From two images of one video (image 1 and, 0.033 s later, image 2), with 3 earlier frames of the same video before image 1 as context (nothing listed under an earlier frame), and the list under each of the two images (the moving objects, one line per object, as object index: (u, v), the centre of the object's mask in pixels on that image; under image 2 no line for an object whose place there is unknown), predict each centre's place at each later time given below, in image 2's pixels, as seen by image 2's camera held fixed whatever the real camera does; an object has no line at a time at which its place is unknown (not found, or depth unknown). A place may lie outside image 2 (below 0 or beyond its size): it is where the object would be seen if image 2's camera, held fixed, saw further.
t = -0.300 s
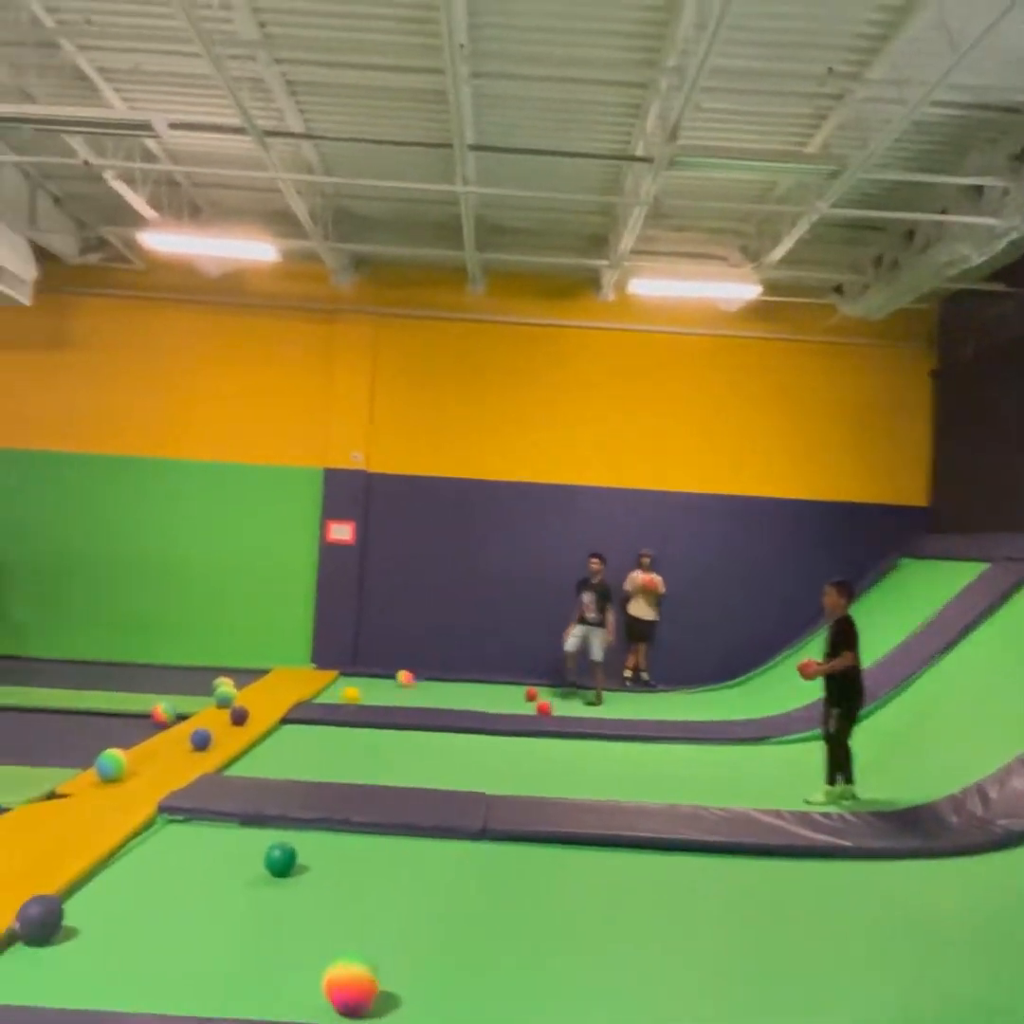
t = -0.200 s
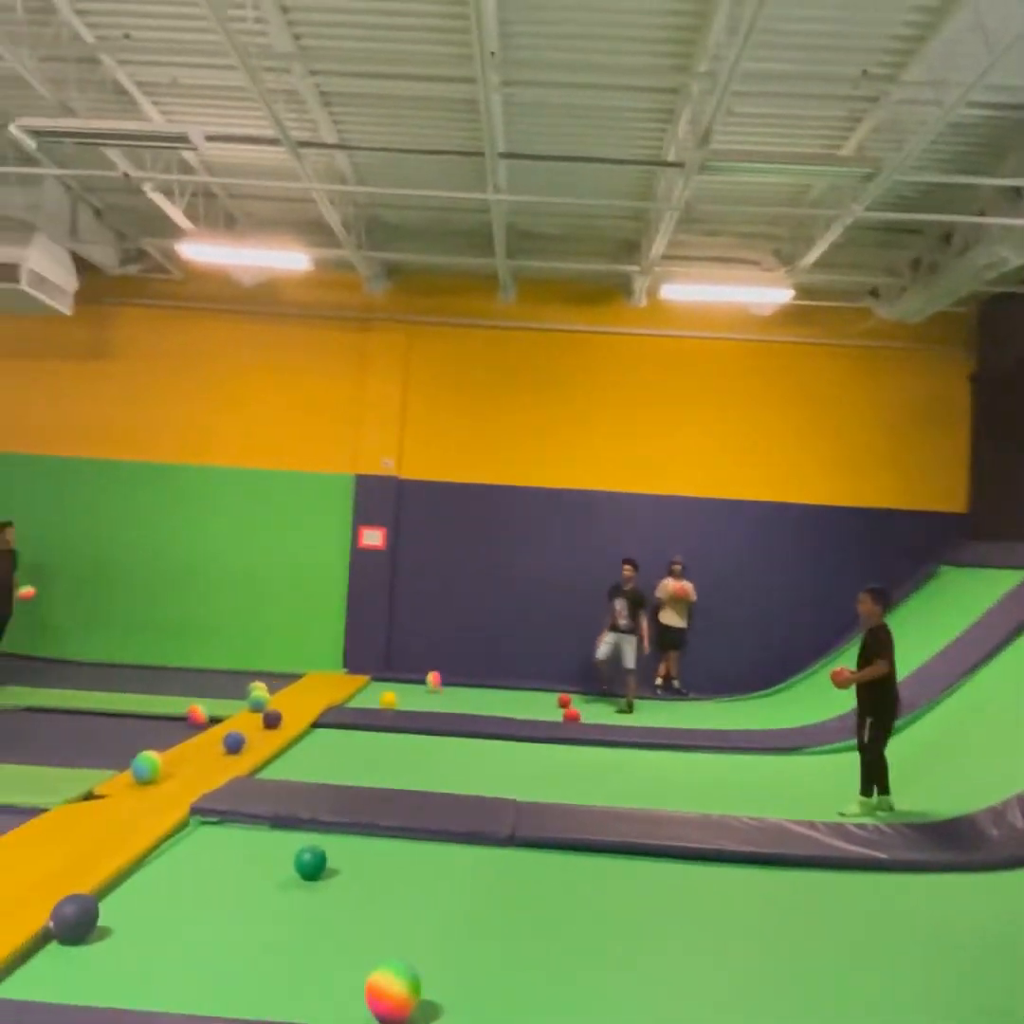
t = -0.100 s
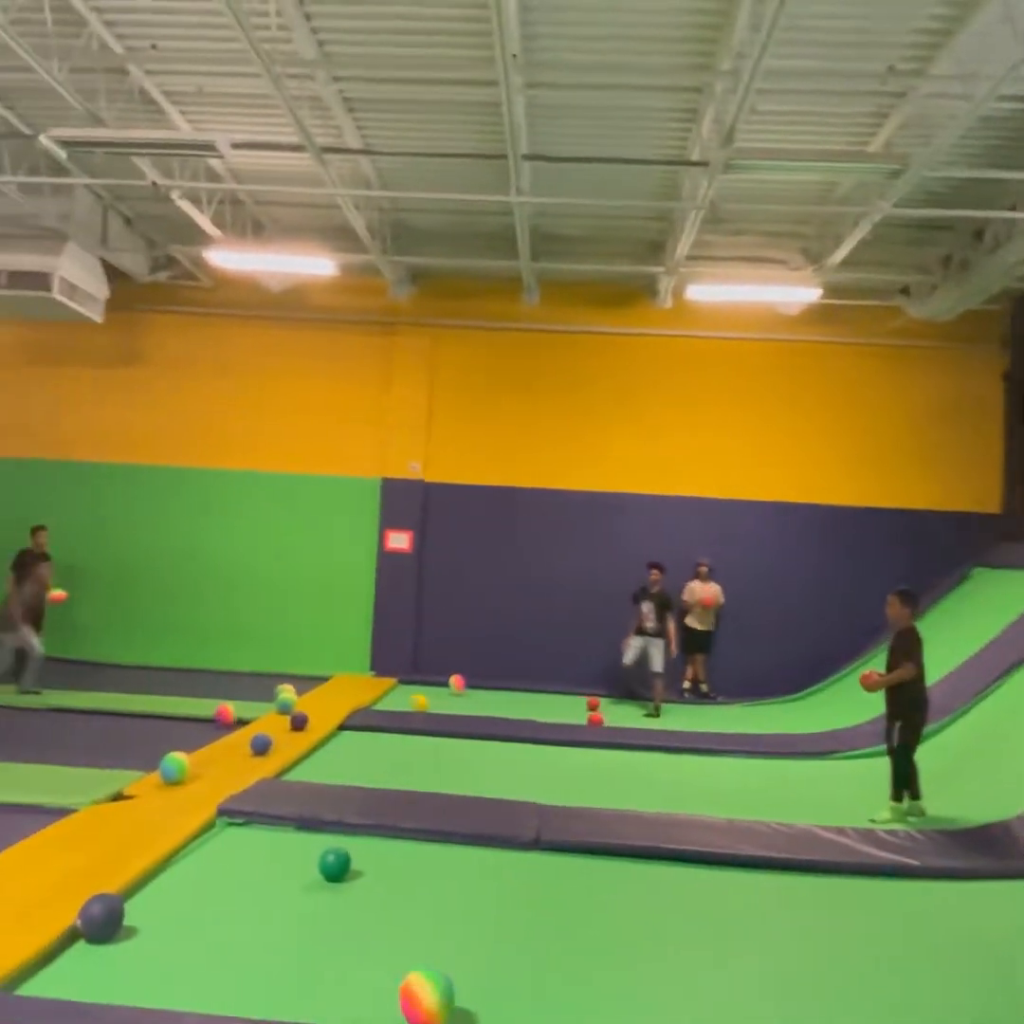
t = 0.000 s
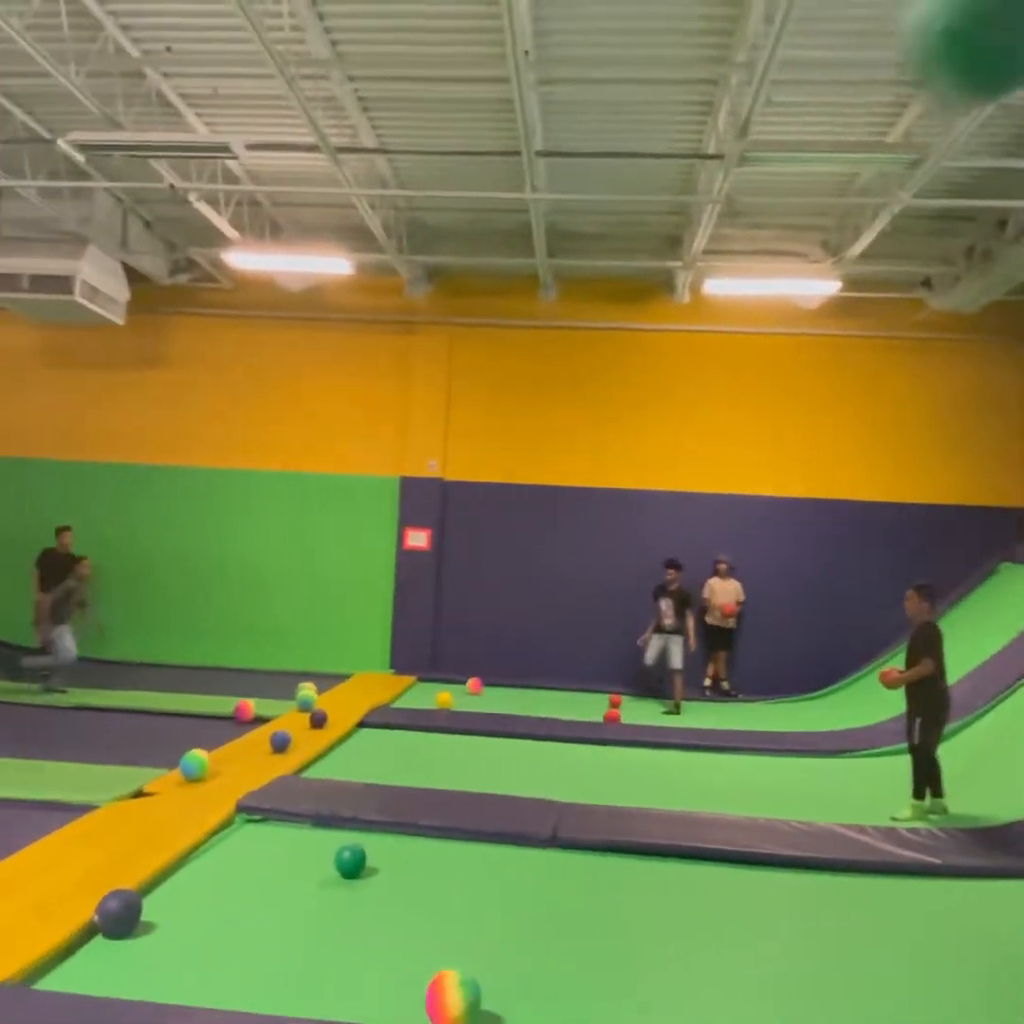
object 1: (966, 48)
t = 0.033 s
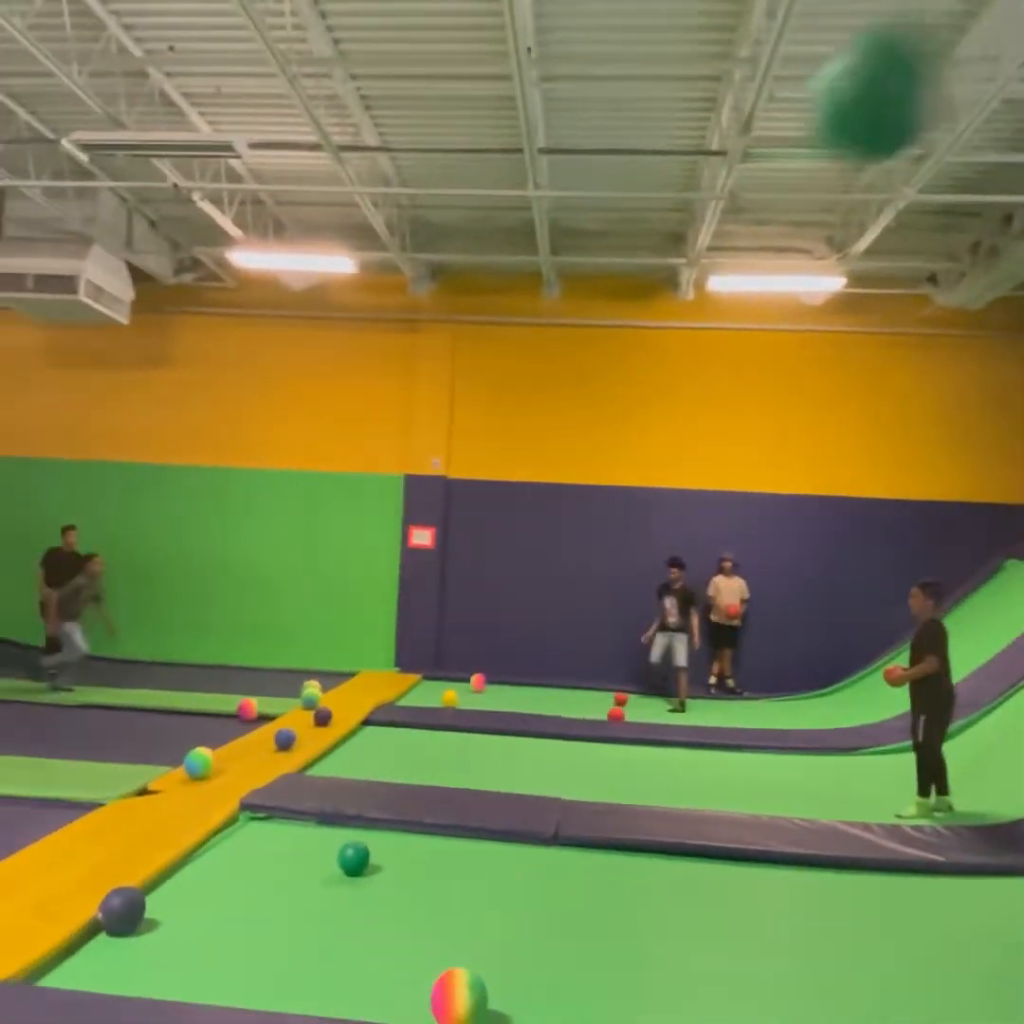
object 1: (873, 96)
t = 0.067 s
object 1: (790, 161)
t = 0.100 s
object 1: (735, 214)
